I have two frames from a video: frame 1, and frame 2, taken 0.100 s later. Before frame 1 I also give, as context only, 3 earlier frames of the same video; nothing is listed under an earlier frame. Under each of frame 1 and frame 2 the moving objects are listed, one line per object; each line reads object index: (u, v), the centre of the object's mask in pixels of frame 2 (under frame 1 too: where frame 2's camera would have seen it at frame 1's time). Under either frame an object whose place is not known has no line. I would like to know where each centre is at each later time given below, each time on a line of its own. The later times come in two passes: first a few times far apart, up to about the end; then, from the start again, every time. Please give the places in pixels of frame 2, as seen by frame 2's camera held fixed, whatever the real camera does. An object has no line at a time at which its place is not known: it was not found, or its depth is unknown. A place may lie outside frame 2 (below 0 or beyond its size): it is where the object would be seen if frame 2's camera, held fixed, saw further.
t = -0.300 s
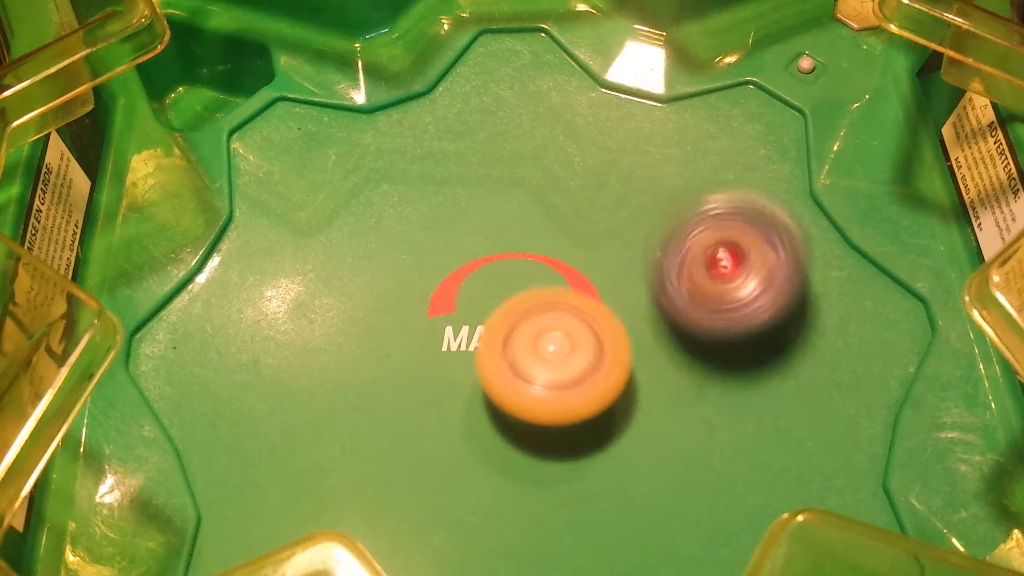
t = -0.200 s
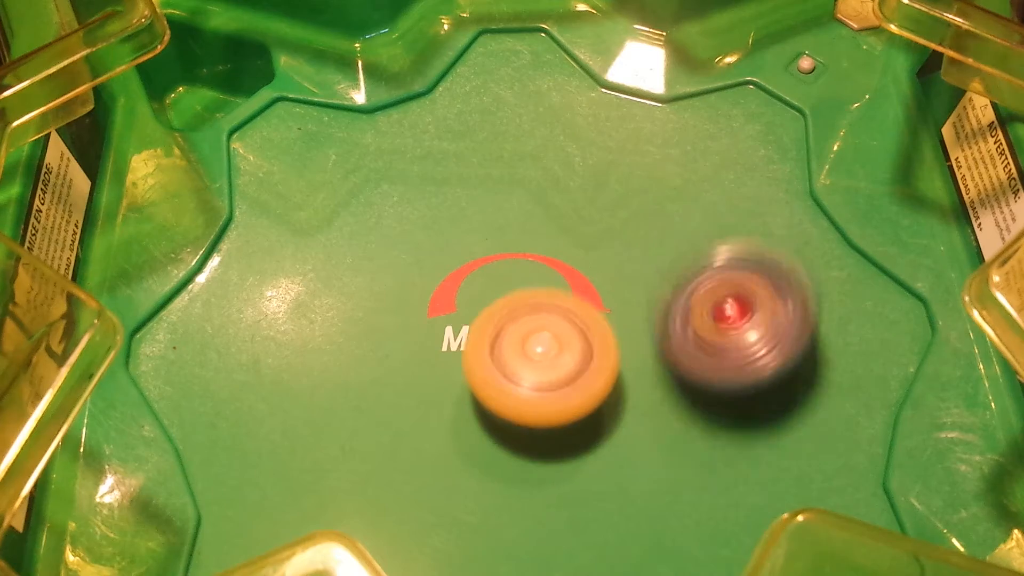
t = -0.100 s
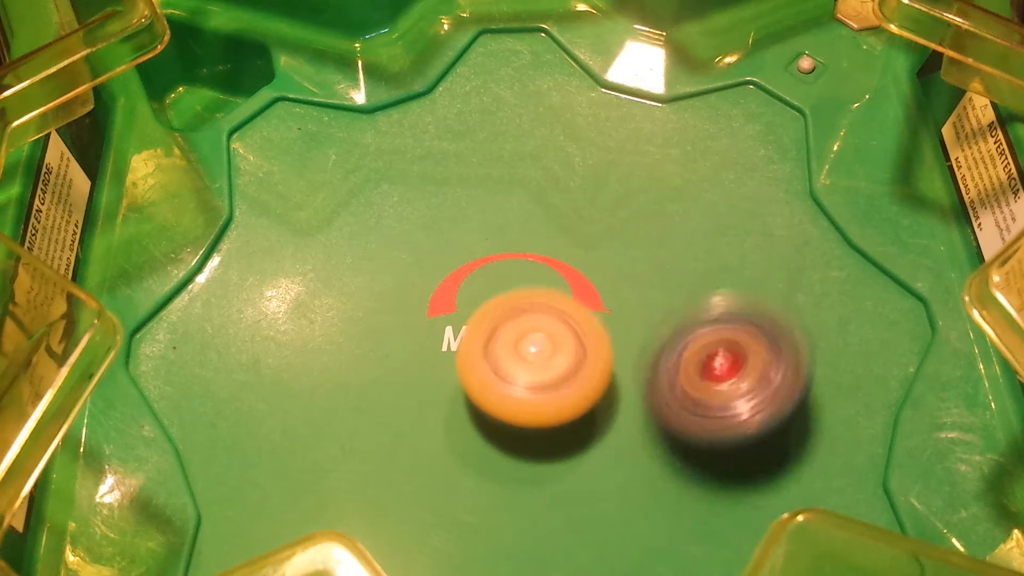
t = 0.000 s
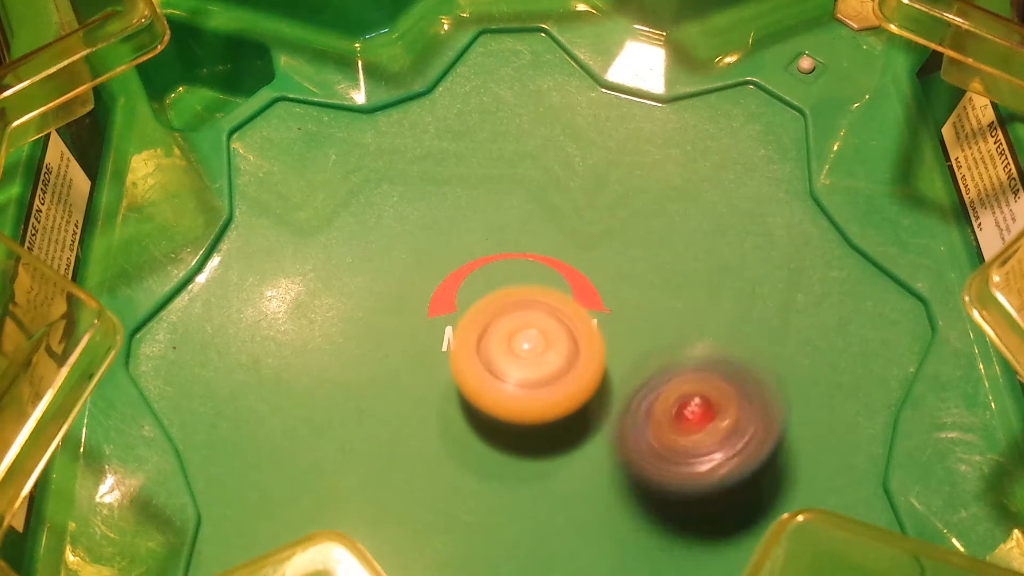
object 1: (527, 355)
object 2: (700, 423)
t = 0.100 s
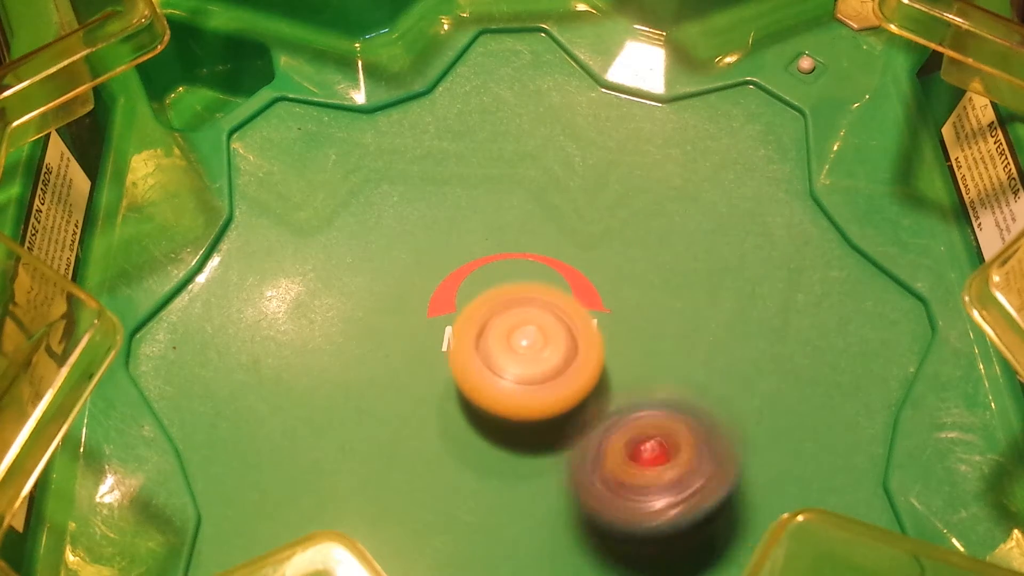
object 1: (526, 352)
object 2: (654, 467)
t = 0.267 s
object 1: (522, 355)
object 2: (552, 503)
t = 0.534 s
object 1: (537, 352)
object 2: (400, 468)
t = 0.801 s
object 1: (572, 349)
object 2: (353, 350)
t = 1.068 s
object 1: (593, 338)
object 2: (422, 234)
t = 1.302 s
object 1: (586, 330)
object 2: (536, 190)
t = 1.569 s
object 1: (547, 357)
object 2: (675, 182)
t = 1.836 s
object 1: (506, 367)
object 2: (744, 263)
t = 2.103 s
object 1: (486, 344)
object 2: (679, 389)
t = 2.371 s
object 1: (488, 307)
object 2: (545, 478)
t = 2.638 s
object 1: (532, 293)
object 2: (401, 461)
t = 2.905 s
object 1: (587, 305)
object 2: (364, 353)
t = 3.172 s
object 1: (600, 348)
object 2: (447, 256)
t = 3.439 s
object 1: (564, 375)
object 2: (589, 231)
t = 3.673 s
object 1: (520, 366)
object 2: (693, 272)
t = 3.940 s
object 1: (492, 323)
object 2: (720, 378)
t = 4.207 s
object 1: (510, 295)
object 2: (607, 452)
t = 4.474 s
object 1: (566, 296)
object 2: (465, 415)
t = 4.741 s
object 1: (609, 312)
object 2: (385, 315)
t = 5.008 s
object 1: (595, 350)
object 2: (436, 226)
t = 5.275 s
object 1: (541, 360)
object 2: (558, 219)
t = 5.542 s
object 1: (492, 335)
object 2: (668, 259)
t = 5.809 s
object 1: (501, 301)
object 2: (670, 366)
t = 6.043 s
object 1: (543, 273)
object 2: (579, 468)
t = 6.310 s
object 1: (575, 290)
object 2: (451, 458)
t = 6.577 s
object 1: (630, 330)
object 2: (368, 349)
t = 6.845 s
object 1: (632, 352)
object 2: (444, 299)
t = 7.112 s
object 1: (623, 409)
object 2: (529, 253)
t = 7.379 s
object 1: (528, 374)
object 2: (605, 247)
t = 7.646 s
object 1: (452, 294)
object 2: (608, 287)
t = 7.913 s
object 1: (457, 255)
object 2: (577, 343)
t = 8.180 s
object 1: (451, 251)
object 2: (563, 323)
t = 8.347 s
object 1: (453, 254)
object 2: (574, 324)
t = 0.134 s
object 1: (526, 351)
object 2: (635, 478)
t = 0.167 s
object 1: (526, 350)
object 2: (615, 487)
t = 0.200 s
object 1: (521, 353)
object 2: (596, 495)
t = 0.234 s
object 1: (520, 355)
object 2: (574, 499)
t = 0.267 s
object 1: (522, 355)
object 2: (552, 503)
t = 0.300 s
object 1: (526, 354)
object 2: (531, 504)
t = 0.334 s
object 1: (529, 352)
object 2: (510, 505)
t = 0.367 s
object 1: (531, 351)
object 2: (490, 504)
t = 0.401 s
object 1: (529, 353)
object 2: (470, 501)
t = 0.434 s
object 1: (525, 356)
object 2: (450, 496)
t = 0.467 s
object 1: (526, 355)
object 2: (432, 489)
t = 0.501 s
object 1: (532, 355)
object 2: (416, 479)
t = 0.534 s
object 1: (537, 352)
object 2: (400, 468)
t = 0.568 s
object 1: (542, 352)
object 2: (387, 457)
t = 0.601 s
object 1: (545, 351)
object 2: (376, 444)
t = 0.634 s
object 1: (549, 350)
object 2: (367, 430)
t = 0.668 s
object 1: (554, 350)
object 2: (358, 416)
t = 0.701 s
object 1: (558, 349)
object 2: (353, 401)
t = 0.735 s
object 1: (563, 351)
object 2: (351, 383)
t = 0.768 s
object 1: (568, 350)
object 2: (352, 367)
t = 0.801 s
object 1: (572, 349)
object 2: (353, 350)
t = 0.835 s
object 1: (576, 348)
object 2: (355, 335)
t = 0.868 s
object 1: (579, 347)
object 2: (360, 318)
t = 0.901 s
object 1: (583, 345)
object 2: (365, 302)
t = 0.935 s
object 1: (585, 344)
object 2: (374, 286)
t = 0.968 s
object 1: (588, 343)
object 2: (384, 273)
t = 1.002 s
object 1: (591, 341)
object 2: (396, 257)
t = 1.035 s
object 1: (592, 340)
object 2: (409, 246)
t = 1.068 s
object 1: (593, 338)
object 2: (422, 234)
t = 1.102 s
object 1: (594, 337)
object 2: (436, 224)
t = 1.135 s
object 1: (594, 336)
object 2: (450, 215)
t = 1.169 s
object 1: (594, 335)
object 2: (467, 208)
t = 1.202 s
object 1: (593, 334)
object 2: (483, 201)
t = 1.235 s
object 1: (591, 333)
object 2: (501, 195)
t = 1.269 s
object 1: (589, 331)
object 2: (518, 192)
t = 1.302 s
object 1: (586, 330)
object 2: (536, 190)
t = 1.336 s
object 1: (583, 330)
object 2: (553, 188)
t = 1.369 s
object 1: (580, 329)
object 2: (570, 188)
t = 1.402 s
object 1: (573, 336)
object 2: (593, 183)
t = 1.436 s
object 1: (567, 339)
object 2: (610, 181)
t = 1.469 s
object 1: (563, 343)
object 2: (627, 179)
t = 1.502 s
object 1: (558, 347)
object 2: (643, 179)
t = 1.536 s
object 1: (553, 353)
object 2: (659, 180)
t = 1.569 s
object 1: (547, 357)
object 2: (675, 182)
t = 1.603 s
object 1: (542, 360)
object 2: (689, 186)
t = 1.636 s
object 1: (536, 362)
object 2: (702, 193)
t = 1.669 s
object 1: (531, 364)
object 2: (713, 201)
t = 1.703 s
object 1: (525, 365)
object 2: (724, 211)
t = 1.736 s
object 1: (520, 367)
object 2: (732, 222)
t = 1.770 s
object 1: (515, 368)
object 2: (739, 234)
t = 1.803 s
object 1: (510, 368)
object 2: (742, 247)
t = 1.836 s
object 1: (506, 367)
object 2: (744, 263)
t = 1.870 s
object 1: (503, 366)
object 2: (744, 277)
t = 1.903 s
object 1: (500, 365)
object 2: (742, 294)
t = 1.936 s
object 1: (497, 363)
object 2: (736, 310)
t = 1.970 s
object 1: (495, 361)
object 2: (728, 326)
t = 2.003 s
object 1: (494, 359)
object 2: (718, 342)
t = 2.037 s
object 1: (490, 357)
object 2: (707, 358)
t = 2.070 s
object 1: (487, 351)
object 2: (694, 376)
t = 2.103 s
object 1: (486, 344)
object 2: (679, 389)
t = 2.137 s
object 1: (486, 341)
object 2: (663, 400)
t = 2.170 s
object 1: (485, 339)
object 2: (645, 412)
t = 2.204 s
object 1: (486, 335)
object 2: (626, 425)
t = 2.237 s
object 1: (483, 326)
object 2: (614, 439)
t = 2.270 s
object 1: (484, 320)
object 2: (597, 452)
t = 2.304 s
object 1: (484, 315)
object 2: (581, 462)
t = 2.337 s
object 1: (484, 312)
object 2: (564, 471)
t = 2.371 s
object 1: (488, 307)
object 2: (545, 478)
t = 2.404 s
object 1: (489, 305)
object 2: (526, 482)
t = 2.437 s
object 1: (493, 301)
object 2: (506, 486)
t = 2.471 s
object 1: (498, 300)
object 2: (487, 486)
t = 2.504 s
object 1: (503, 296)
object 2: (467, 485)
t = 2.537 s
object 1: (512, 295)
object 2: (450, 481)
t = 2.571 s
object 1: (518, 294)
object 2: (431, 477)
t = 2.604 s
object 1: (525, 293)
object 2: (416, 470)
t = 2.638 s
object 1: (532, 293)
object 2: (401, 461)
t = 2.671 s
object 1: (539, 294)
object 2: (390, 450)
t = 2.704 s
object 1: (547, 294)
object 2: (379, 440)
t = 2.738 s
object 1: (556, 293)
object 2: (370, 427)
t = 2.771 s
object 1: (565, 294)
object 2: (364, 413)
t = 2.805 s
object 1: (571, 296)
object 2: (360, 398)
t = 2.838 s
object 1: (578, 299)
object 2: (360, 384)
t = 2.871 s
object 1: (583, 302)
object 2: (361, 369)
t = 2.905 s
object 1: (587, 305)
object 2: (364, 353)
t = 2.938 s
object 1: (592, 308)
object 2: (368, 338)
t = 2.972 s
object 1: (597, 317)
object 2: (375, 324)
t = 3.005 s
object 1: (598, 321)
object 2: (384, 309)
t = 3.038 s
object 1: (600, 326)
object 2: (395, 297)
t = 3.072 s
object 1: (601, 332)
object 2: (407, 285)
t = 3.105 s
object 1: (602, 338)
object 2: (419, 273)
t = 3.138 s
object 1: (601, 342)
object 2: (433, 263)
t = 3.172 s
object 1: (600, 348)
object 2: (447, 256)
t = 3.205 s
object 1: (597, 353)
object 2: (464, 248)
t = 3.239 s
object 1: (594, 359)
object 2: (482, 242)
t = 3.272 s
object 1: (590, 362)
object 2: (498, 236)
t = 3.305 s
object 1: (586, 365)
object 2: (516, 233)
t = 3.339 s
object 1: (581, 369)
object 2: (536, 230)
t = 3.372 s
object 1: (576, 372)
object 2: (553, 230)
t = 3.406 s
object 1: (570, 373)
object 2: (570, 231)
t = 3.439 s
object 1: (564, 375)
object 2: (589, 231)
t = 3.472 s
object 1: (558, 376)
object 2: (606, 234)
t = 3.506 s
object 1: (551, 377)
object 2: (622, 238)
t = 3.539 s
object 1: (544, 375)
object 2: (639, 241)
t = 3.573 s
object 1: (538, 375)
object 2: (654, 248)
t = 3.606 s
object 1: (531, 372)
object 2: (668, 255)
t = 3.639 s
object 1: (525, 370)
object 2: (681, 263)
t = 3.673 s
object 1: (520, 366)
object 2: (693, 272)
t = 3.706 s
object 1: (514, 362)
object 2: (703, 283)
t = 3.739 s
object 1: (510, 358)
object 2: (713, 294)
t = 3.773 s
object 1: (504, 353)
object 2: (719, 307)
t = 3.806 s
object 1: (500, 347)
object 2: (724, 321)
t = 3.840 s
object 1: (497, 342)
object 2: (725, 335)
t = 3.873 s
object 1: (495, 336)
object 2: (726, 350)
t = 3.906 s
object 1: (492, 328)
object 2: (723, 363)
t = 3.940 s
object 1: (492, 323)
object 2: (720, 378)
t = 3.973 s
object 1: (491, 318)
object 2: (712, 391)
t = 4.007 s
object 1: (491, 313)
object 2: (702, 404)
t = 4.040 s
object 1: (492, 308)
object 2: (690, 418)
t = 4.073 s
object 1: (497, 306)
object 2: (676, 428)
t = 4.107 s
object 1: (499, 305)
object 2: (661, 437)
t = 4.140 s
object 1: (499, 301)
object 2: (644, 443)
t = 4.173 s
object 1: (502, 296)
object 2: (625, 450)
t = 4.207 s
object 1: (510, 295)
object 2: (607, 452)
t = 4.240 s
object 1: (517, 293)
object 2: (588, 454)
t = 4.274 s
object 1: (521, 292)
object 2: (569, 452)
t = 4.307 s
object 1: (528, 293)
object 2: (549, 450)
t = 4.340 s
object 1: (534, 293)
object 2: (532, 446)
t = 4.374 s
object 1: (541, 294)
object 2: (514, 440)
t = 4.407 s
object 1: (548, 293)
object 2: (496, 433)
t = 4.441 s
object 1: (557, 293)
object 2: (479, 426)
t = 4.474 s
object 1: (566, 296)
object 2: (465, 415)
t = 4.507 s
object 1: (575, 294)
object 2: (444, 406)
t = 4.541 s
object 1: (582, 293)
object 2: (431, 395)
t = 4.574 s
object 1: (588, 297)
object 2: (418, 385)
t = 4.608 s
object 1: (594, 297)
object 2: (407, 372)
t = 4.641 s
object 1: (600, 300)
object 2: (399, 360)
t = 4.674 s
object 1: (602, 305)
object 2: (393, 345)
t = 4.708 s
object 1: (606, 309)
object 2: (388, 331)
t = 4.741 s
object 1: (609, 312)
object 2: (385, 315)
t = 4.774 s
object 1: (609, 316)
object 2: (384, 302)
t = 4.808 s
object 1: (611, 323)
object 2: (387, 288)
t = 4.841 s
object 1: (611, 327)
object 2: (390, 275)
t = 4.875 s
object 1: (609, 332)
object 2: (397, 260)
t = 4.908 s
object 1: (606, 338)
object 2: (405, 250)
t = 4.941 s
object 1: (604, 343)
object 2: (414, 240)
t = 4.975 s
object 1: (600, 345)
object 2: (424, 232)
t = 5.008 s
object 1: (595, 350)
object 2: (436, 226)
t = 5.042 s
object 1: (590, 354)
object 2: (449, 221)
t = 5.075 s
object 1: (584, 356)
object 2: (463, 216)
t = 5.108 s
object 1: (577, 358)
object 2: (479, 211)
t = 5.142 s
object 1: (570, 360)
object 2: (493, 210)
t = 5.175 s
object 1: (563, 359)
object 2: (509, 210)
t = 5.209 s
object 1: (556, 359)
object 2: (525, 213)
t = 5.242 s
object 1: (548, 360)
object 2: (541, 216)
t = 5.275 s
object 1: (541, 360)
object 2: (558, 219)
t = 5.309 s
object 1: (532, 361)
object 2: (577, 218)
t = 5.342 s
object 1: (524, 361)
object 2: (592, 220)
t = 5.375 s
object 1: (518, 357)
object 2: (607, 224)
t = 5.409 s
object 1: (512, 354)
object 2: (622, 229)
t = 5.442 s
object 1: (505, 352)
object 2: (635, 234)
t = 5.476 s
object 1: (499, 345)
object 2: (647, 240)
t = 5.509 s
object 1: (496, 341)
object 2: (659, 250)
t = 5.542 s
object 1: (492, 335)
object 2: (668, 259)
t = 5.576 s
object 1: (491, 329)
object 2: (675, 271)
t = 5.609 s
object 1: (489, 325)
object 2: (682, 284)
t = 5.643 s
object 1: (490, 319)
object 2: (685, 297)
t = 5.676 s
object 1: (489, 314)
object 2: (687, 311)
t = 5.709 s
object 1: (489, 310)
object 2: (686, 326)
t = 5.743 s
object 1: (493, 305)
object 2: (681, 339)
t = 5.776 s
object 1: (498, 302)
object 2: (677, 353)
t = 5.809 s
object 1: (501, 301)
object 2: (670, 366)
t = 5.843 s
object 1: (507, 298)
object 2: (661, 383)
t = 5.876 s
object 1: (514, 296)
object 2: (650, 395)
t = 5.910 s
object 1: (520, 295)
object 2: (636, 407)
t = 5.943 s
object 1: (527, 292)
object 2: (618, 425)
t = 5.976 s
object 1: (530, 281)
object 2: (608, 444)
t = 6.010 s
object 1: (536, 274)
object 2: (593, 460)
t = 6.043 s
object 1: (543, 273)
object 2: (579, 468)
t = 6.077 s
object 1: (548, 273)
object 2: (564, 476)
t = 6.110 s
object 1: (551, 273)
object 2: (548, 479)
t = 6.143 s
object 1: (558, 273)
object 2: (530, 482)
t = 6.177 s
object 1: (563, 276)
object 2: (513, 483)
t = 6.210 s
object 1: (567, 278)
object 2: (495, 481)
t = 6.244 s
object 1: (572, 281)
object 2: (478, 475)
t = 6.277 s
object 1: (574, 287)
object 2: (463, 469)
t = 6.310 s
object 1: (575, 290)
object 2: (451, 458)
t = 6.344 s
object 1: (577, 296)
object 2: (438, 448)
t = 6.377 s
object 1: (578, 299)
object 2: (431, 435)
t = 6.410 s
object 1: (578, 305)
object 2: (424, 421)
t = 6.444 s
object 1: (576, 313)
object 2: (418, 408)
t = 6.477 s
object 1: (572, 319)
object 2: (417, 393)
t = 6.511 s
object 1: (580, 327)
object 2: (409, 383)
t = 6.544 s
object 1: (608, 326)
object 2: (386, 366)
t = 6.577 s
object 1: (630, 330)
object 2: (368, 349)
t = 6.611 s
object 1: (640, 334)
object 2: (361, 339)
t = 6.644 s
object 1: (641, 340)
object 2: (363, 322)
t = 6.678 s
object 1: (642, 340)
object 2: (373, 314)
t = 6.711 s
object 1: (643, 343)
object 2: (385, 308)
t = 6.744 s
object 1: (644, 347)
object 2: (399, 303)
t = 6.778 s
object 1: (638, 350)
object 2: (414, 299)
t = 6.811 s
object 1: (637, 352)
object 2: (428, 298)
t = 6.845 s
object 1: (632, 352)
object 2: (444, 299)
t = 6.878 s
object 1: (627, 356)
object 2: (459, 301)
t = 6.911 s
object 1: (628, 361)
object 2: (469, 295)
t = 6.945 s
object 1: (633, 375)
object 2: (476, 286)
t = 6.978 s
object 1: (629, 377)
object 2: (485, 283)
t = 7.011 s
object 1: (620, 377)
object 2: (499, 285)
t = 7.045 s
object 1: (623, 377)
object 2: (512, 280)
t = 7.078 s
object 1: (625, 398)
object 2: (520, 263)
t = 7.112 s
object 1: (623, 409)
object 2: (529, 253)
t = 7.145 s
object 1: (616, 416)
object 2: (538, 249)
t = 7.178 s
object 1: (605, 415)
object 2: (544, 249)
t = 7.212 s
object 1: (589, 408)
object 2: (549, 247)
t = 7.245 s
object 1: (580, 399)
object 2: (556, 244)
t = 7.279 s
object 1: (568, 394)
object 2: (566, 245)
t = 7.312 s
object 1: (562, 382)
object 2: (579, 245)
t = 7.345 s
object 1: (546, 382)
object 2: (595, 245)
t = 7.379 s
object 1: (528, 374)
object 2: (605, 247)
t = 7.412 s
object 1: (512, 359)
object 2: (608, 250)
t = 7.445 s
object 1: (502, 348)
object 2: (607, 251)
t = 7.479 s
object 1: (488, 341)
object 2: (611, 252)
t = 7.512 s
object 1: (475, 330)
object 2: (615, 257)
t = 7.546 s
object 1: (469, 313)
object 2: (616, 265)
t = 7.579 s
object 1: (464, 303)
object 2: (614, 273)
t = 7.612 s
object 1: (454, 305)
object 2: (611, 282)
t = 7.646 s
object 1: (452, 294)
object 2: (608, 287)
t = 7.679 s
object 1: (453, 288)
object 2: (601, 293)
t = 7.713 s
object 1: (455, 287)
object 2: (595, 300)
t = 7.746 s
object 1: (449, 279)
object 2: (596, 312)
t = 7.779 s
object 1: (442, 268)
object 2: (604, 321)
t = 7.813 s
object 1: (442, 264)
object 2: (606, 334)
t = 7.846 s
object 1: (446, 261)
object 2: (600, 340)
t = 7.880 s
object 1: (451, 258)
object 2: (586, 342)
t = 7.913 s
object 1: (457, 255)
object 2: (577, 343)
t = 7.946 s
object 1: (462, 251)
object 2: (574, 342)
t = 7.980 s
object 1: (464, 248)
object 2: (571, 347)
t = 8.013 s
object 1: (467, 244)
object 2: (569, 343)
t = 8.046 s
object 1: (468, 241)
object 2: (568, 342)
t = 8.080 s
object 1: (466, 242)
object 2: (563, 344)
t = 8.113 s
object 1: (462, 244)
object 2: (563, 340)
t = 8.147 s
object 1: (457, 247)
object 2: (561, 330)
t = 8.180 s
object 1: (451, 251)
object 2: (563, 323)
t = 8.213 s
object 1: (448, 254)
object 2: (566, 323)
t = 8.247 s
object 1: (447, 256)
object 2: (568, 322)
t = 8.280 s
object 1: (451, 256)
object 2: (573, 325)
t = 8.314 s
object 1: (453, 253)
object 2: (573, 326)
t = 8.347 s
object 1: (453, 254)
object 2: (574, 324)
